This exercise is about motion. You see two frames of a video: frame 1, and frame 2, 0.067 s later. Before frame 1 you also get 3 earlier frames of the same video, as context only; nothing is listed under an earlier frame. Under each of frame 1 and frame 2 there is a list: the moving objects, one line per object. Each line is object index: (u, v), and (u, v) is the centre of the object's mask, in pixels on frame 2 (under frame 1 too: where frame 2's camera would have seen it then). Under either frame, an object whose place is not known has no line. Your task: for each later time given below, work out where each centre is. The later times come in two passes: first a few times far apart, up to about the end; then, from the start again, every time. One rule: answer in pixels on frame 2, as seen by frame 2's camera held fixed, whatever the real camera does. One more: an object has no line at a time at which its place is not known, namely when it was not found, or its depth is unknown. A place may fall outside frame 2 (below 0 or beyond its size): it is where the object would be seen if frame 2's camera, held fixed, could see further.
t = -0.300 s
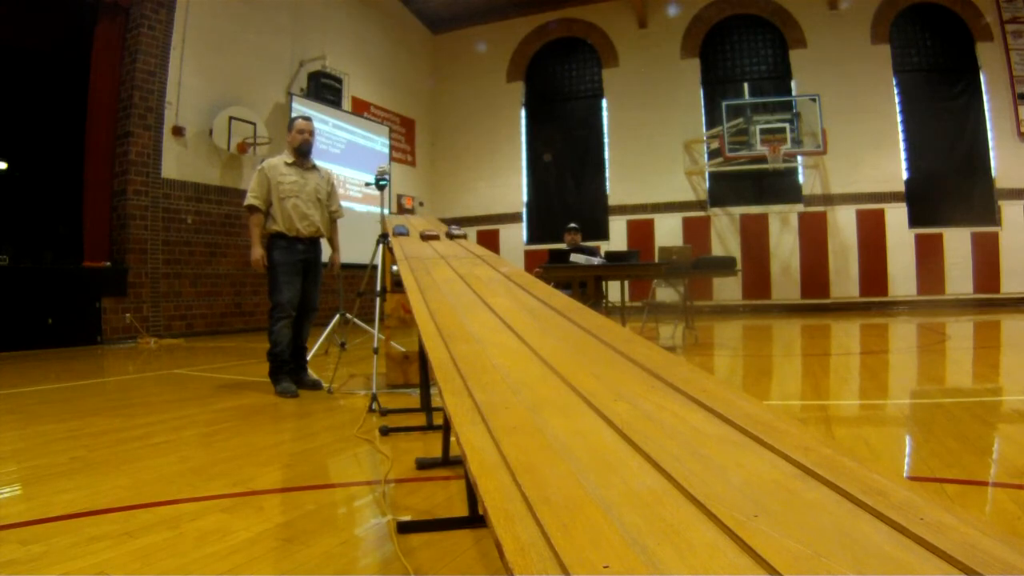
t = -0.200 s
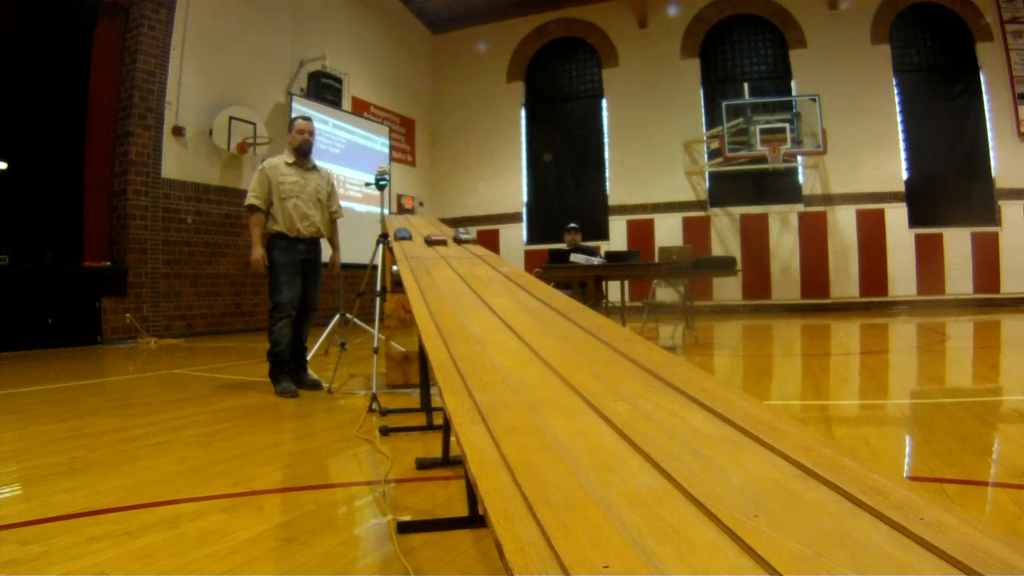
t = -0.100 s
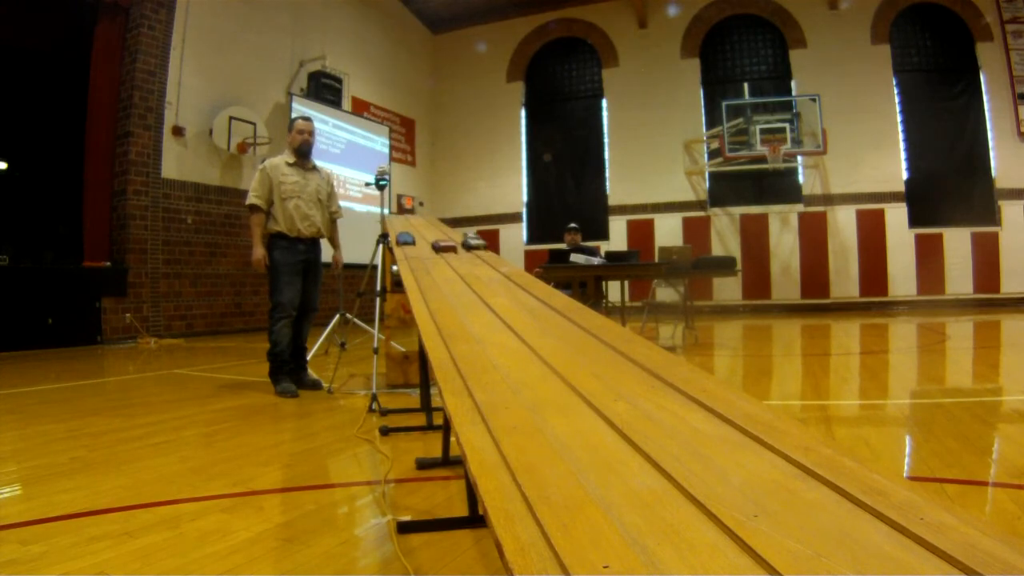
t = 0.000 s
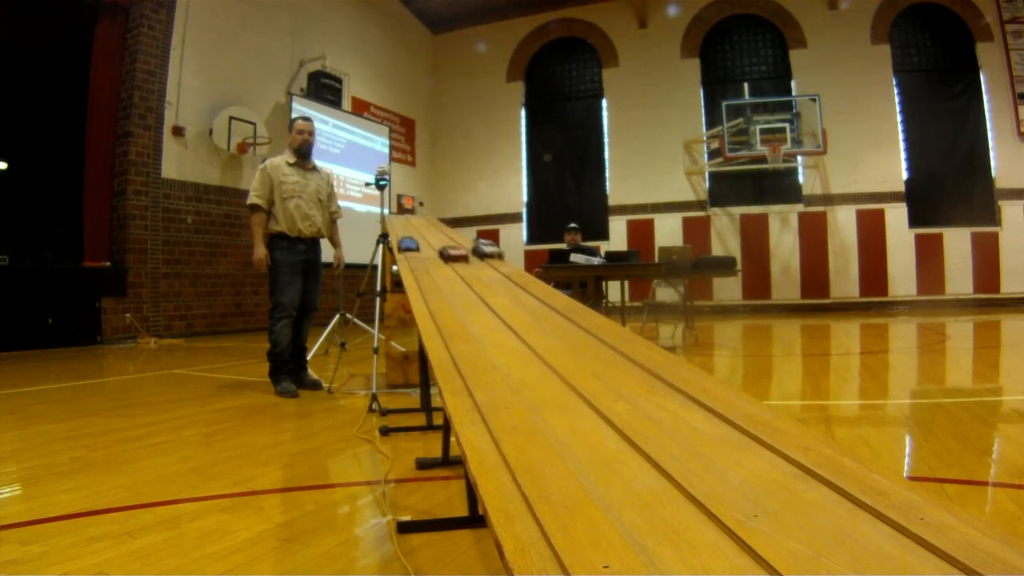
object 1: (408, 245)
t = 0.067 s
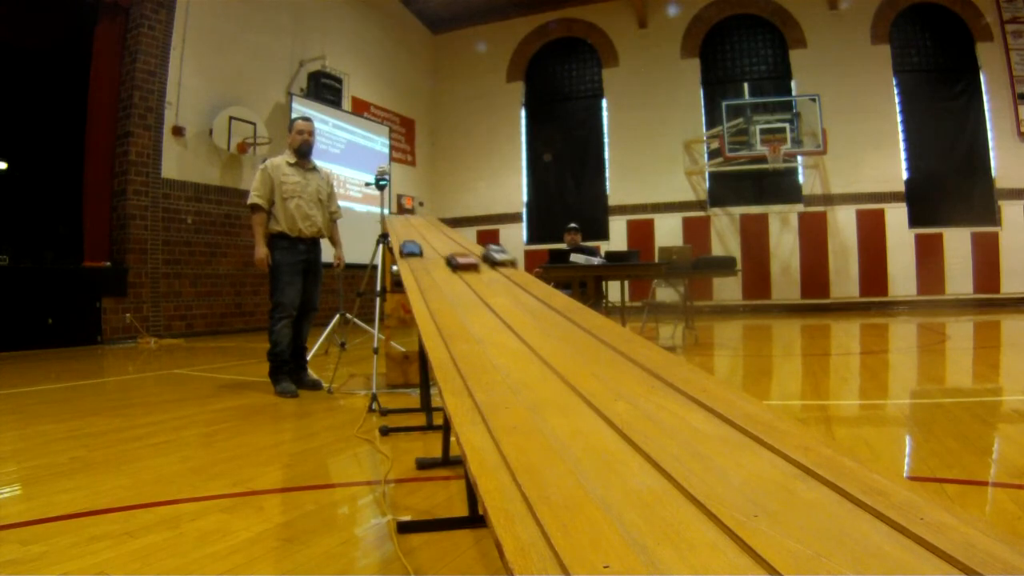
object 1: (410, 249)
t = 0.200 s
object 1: (419, 262)
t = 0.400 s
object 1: (438, 299)
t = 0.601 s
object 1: (515, 418)
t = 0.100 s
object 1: (412, 252)
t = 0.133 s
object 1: (414, 254)
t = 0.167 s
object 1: (416, 258)
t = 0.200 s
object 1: (419, 262)
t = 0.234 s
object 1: (422, 266)
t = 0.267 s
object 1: (424, 271)
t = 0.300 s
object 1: (427, 277)
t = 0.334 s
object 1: (430, 283)
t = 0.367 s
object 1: (433, 290)
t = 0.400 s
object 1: (438, 299)
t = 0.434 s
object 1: (444, 309)
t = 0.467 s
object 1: (452, 322)
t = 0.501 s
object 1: (462, 337)
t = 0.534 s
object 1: (474, 357)
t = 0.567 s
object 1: (491, 382)
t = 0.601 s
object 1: (515, 418)
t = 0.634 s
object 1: (561, 489)
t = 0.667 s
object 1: (586, 508)
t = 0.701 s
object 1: (621, 538)
